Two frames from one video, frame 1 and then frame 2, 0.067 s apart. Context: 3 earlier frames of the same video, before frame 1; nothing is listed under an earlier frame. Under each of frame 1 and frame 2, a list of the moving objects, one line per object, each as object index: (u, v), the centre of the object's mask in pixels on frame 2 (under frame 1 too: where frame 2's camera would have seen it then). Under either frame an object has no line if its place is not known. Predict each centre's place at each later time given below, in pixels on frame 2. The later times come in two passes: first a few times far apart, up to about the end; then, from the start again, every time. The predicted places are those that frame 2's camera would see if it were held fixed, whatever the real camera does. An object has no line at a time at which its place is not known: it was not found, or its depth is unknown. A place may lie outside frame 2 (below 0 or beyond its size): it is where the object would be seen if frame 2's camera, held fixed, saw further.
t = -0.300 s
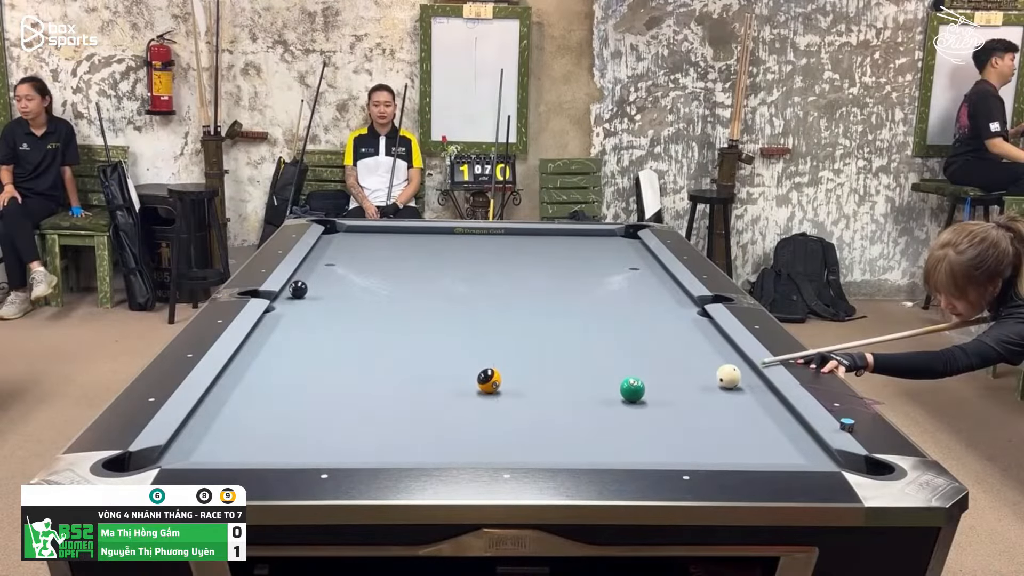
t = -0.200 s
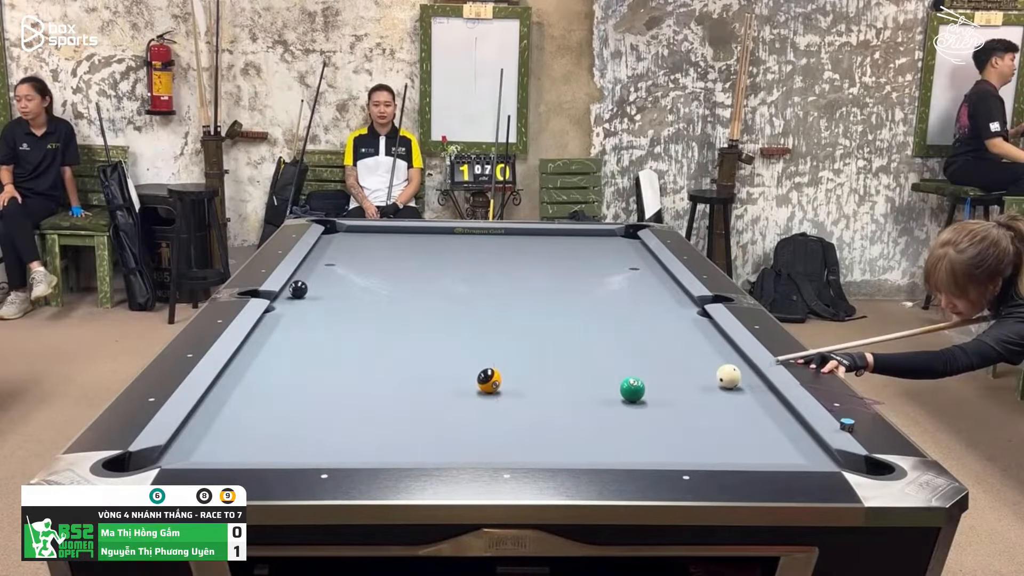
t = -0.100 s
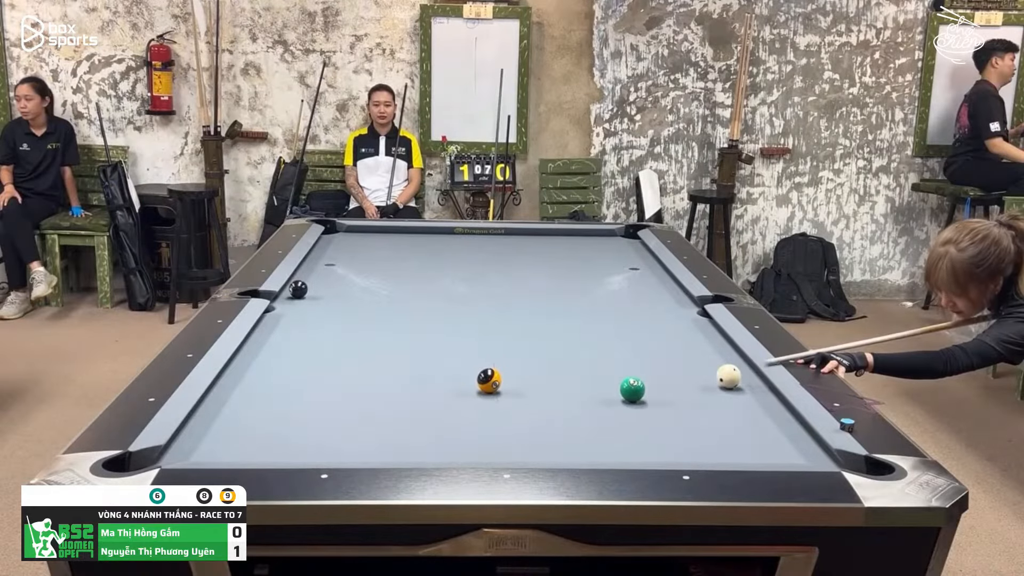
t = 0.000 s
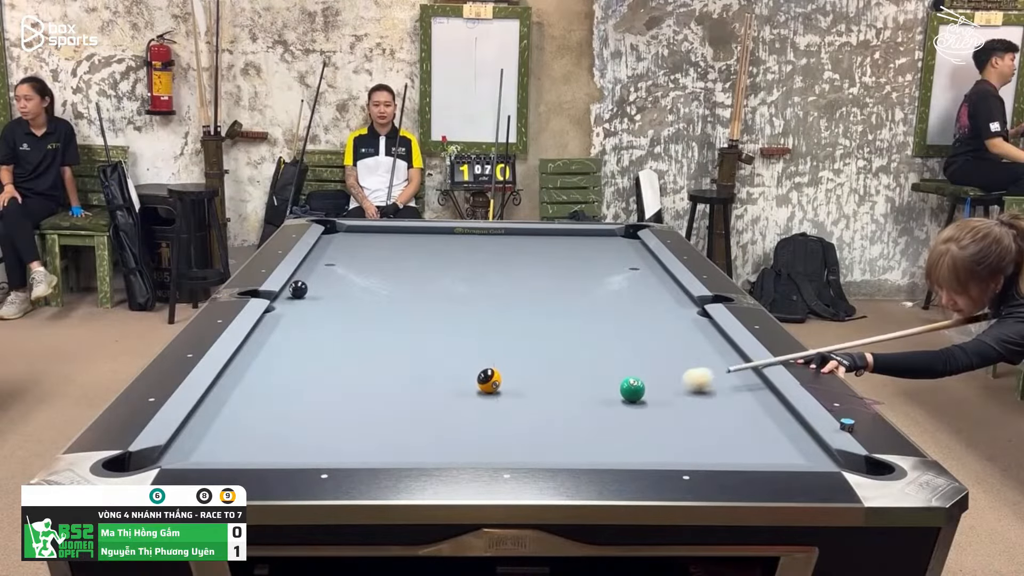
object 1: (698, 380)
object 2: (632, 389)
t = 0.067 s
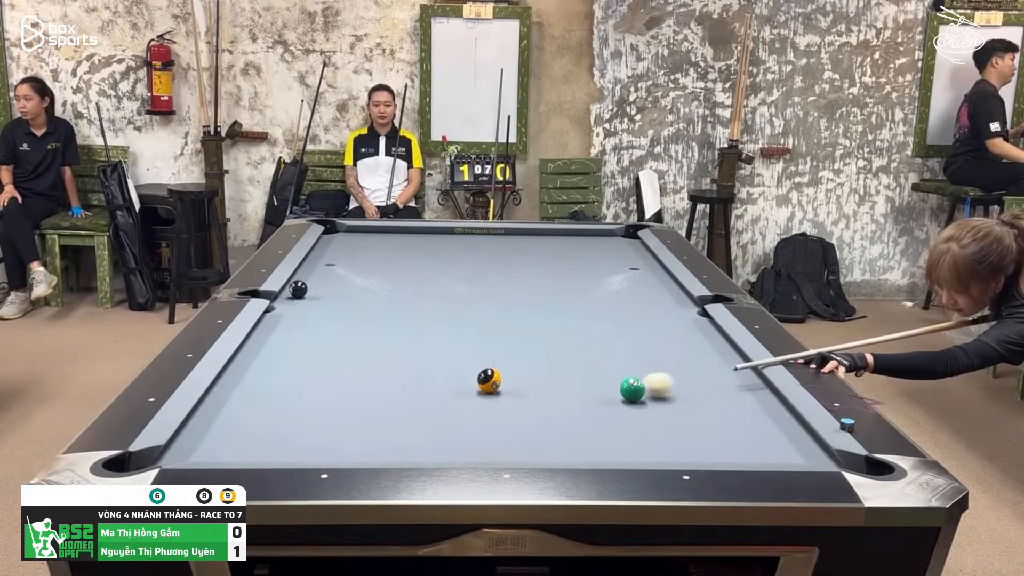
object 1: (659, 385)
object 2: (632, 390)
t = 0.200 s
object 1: (644, 386)
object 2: (560, 401)
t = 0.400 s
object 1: (610, 389)
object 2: (460, 417)
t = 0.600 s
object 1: (576, 392)
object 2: (361, 433)
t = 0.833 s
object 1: (536, 395)
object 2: (236, 449)
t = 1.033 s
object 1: (503, 397)
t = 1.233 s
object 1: (471, 400)
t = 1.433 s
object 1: (439, 402)
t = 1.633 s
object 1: (408, 405)
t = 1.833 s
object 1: (377, 408)
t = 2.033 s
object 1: (348, 410)
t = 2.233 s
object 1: (319, 413)
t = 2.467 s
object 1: (288, 416)
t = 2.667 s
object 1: (262, 418)
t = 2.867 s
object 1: (237, 420)
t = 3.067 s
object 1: (213, 421)
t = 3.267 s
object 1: (200, 423)
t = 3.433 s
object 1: (209, 423)
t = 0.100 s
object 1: (652, 386)
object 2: (617, 393)
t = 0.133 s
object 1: (650, 386)
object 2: (597, 395)
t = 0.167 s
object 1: (647, 386)
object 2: (578, 399)
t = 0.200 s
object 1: (644, 386)
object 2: (560, 401)
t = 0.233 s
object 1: (639, 386)
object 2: (542, 403)
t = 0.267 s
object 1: (634, 387)
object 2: (525, 406)
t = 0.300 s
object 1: (628, 387)
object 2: (508, 409)
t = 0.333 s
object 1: (622, 388)
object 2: (491, 412)
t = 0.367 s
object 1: (616, 388)
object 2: (475, 414)
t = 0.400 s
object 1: (610, 389)
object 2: (460, 417)
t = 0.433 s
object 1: (605, 389)
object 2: (444, 420)
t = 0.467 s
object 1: (599, 390)
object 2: (428, 422)
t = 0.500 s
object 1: (593, 390)
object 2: (411, 425)
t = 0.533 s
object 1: (587, 390)
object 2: (395, 428)
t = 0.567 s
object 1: (582, 391)
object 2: (379, 430)
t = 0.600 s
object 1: (576, 392)
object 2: (361, 433)
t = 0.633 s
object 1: (570, 392)
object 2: (344, 436)
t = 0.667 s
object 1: (565, 392)
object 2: (326, 438)
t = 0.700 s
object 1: (559, 392)
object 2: (309, 441)
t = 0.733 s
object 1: (553, 393)
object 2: (290, 444)
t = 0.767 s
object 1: (547, 394)
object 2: (272, 446)
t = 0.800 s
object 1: (542, 394)
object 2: (254, 447)
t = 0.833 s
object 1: (536, 395)
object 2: (236, 449)
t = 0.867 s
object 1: (531, 395)
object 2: (216, 451)
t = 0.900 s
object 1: (525, 396)
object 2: (197, 453)
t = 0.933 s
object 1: (520, 396)
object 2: (175, 455)
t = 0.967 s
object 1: (514, 396)
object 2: (155, 459)
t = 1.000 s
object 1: (509, 397)
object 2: (138, 465)
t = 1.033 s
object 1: (503, 397)
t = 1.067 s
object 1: (497, 398)
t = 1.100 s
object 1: (492, 398)
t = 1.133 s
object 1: (486, 398)
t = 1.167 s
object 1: (481, 399)
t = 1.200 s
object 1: (476, 400)
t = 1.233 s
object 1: (471, 400)
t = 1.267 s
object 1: (465, 400)
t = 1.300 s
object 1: (460, 401)
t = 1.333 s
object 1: (455, 401)
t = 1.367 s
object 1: (449, 402)
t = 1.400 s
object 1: (444, 402)
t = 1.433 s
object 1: (439, 402)
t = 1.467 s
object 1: (434, 403)
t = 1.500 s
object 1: (428, 404)
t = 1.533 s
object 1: (423, 404)
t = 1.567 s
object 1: (418, 404)
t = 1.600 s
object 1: (413, 405)
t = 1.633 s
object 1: (408, 405)
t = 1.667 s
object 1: (402, 406)
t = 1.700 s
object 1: (397, 406)
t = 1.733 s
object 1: (393, 407)
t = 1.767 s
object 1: (388, 407)
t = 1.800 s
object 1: (382, 408)
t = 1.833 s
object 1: (377, 408)
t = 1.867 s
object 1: (372, 409)
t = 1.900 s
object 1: (367, 409)
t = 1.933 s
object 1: (363, 409)
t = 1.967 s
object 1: (358, 410)
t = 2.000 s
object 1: (353, 410)
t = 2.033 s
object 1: (348, 410)
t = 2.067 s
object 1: (343, 411)
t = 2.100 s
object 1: (338, 411)
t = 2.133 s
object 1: (333, 412)
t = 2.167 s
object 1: (329, 412)
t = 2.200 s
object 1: (324, 413)
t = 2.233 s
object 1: (319, 413)
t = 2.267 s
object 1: (315, 413)
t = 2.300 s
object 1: (310, 414)
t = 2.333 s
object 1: (306, 414)
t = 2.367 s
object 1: (301, 414)
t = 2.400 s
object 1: (296, 415)
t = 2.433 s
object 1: (292, 415)
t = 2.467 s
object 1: (288, 416)
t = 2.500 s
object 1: (283, 416)
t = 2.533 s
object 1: (279, 416)
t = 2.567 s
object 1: (275, 417)
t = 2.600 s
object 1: (271, 417)
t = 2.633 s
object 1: (267, 418)
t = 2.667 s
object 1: (262, 418)
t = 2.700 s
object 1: (258, 418)
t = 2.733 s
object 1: (253, 418)
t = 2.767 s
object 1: (249, 419)
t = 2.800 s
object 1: (245, 419)
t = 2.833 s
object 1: (241, 420)
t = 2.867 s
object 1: (237, 420)
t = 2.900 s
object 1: (233, 420)
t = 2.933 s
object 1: (229, 420)
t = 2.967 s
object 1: (225, 421)
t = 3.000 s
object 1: (221, 421)
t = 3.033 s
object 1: (217, 421)
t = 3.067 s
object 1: (213, 421)
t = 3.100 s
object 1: (210, 422)
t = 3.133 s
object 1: (206, 422)
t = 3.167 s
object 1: (202, 422)
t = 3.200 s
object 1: (199, 422)
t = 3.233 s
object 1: (198, 422)
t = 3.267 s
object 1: (200, 423)
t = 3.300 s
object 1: (202, 423)
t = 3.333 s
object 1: (204, 423)
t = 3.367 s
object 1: (206, 423)
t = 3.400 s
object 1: (208, 423)
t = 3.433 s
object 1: (209, 423)
